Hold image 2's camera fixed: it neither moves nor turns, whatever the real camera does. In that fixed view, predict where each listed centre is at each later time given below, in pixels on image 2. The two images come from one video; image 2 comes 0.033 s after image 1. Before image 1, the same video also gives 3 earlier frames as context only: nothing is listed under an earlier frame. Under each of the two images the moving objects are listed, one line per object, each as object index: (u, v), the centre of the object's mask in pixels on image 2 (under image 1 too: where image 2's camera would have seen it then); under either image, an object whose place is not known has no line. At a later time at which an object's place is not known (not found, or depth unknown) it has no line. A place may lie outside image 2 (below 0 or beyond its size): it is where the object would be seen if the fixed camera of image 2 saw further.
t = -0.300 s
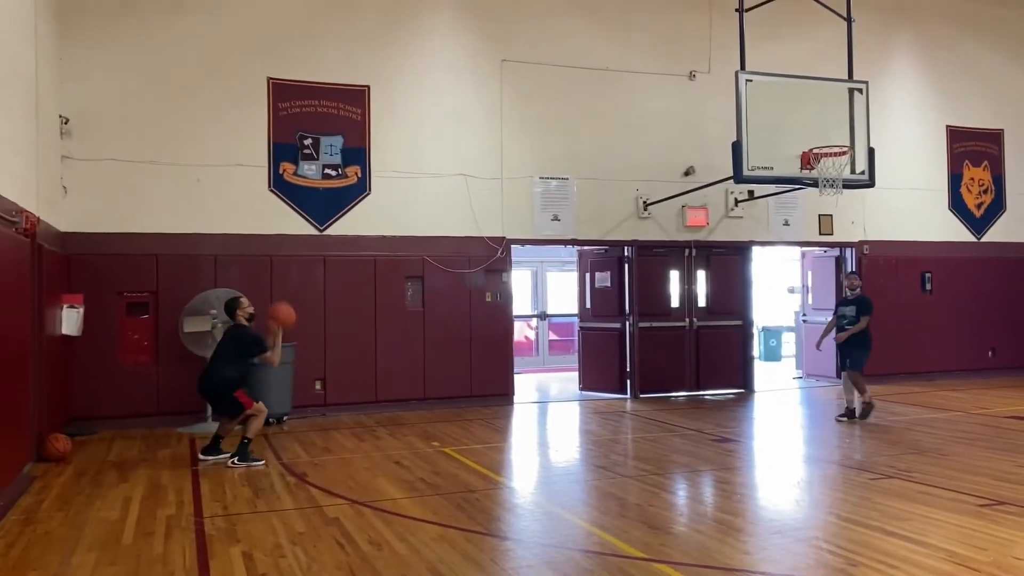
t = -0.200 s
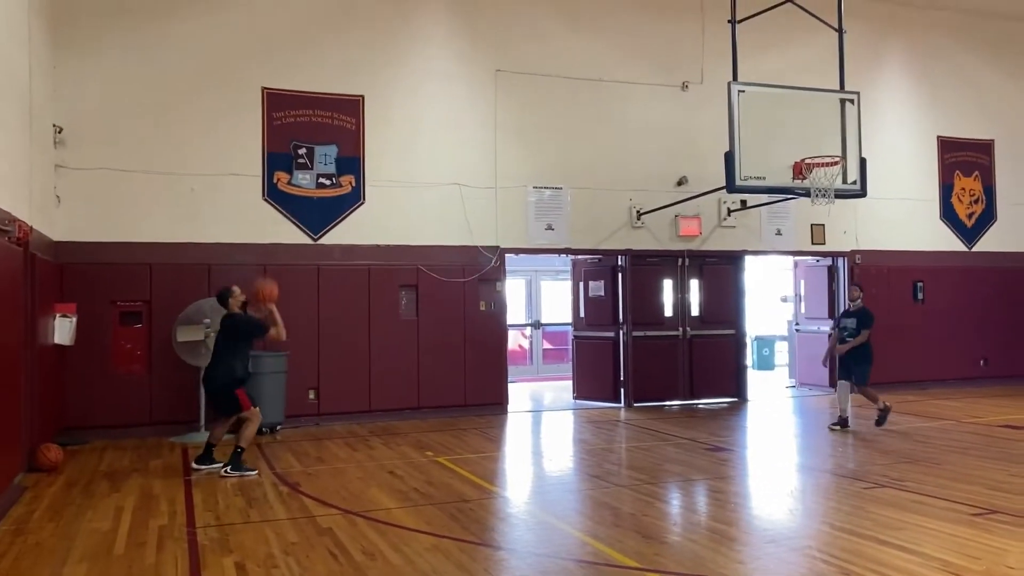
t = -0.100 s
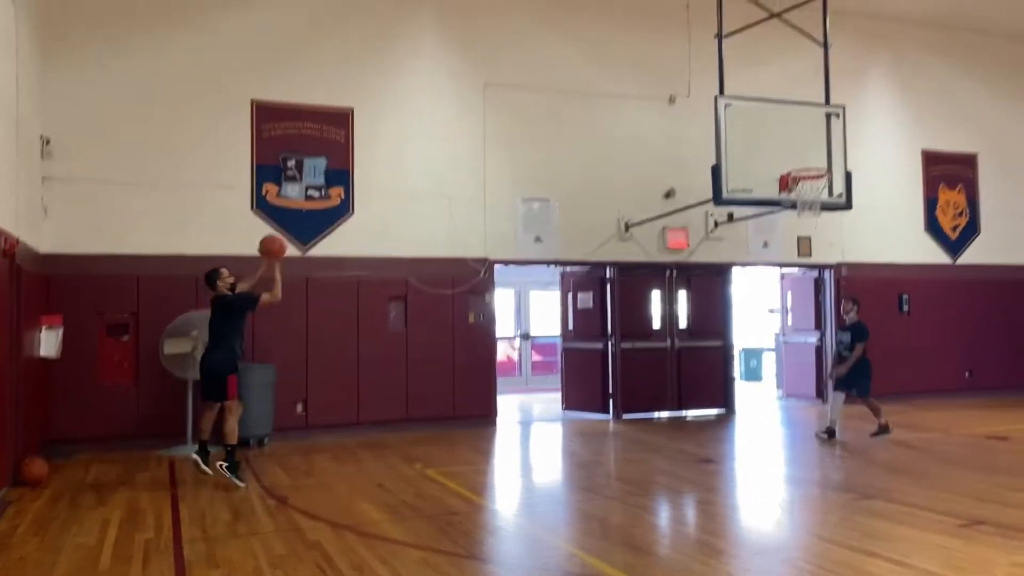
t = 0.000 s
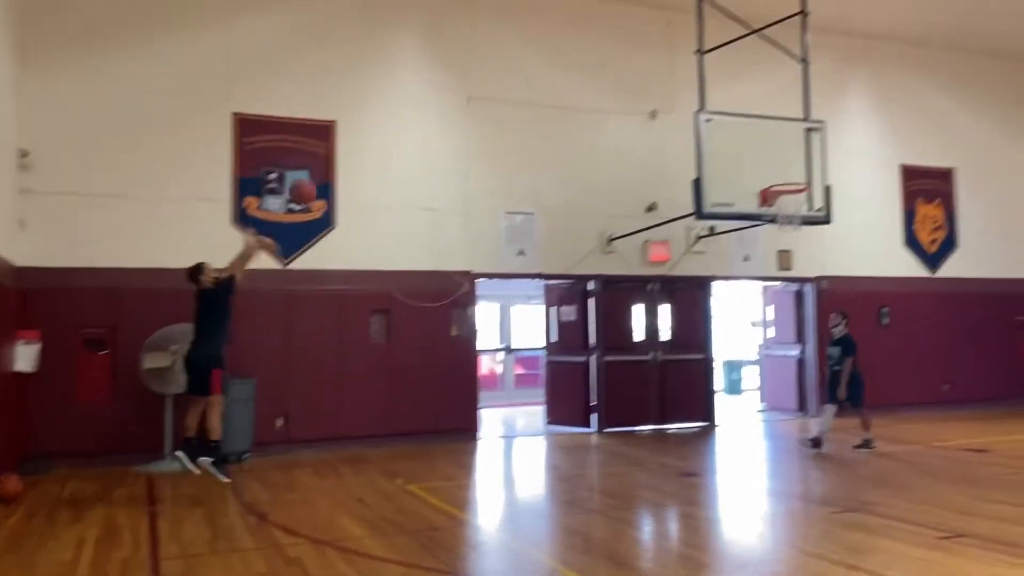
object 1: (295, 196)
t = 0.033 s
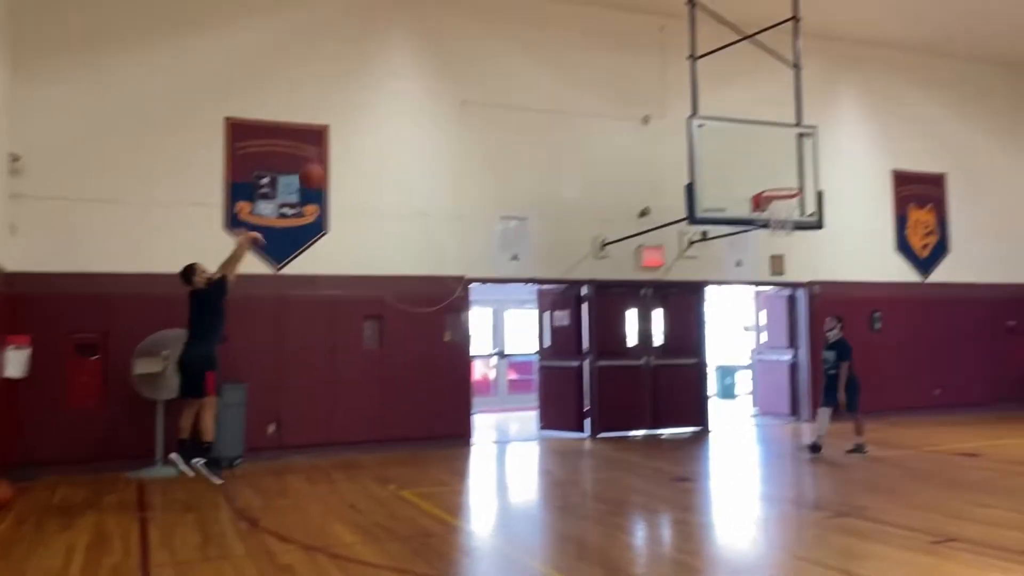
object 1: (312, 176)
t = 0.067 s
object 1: (331, 157)
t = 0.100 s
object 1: (346, 140)
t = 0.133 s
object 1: (363, 125)
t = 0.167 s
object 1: (378, 110)
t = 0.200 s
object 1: (392, 97)
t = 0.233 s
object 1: (408, 85)
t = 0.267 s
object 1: (424, 75)
